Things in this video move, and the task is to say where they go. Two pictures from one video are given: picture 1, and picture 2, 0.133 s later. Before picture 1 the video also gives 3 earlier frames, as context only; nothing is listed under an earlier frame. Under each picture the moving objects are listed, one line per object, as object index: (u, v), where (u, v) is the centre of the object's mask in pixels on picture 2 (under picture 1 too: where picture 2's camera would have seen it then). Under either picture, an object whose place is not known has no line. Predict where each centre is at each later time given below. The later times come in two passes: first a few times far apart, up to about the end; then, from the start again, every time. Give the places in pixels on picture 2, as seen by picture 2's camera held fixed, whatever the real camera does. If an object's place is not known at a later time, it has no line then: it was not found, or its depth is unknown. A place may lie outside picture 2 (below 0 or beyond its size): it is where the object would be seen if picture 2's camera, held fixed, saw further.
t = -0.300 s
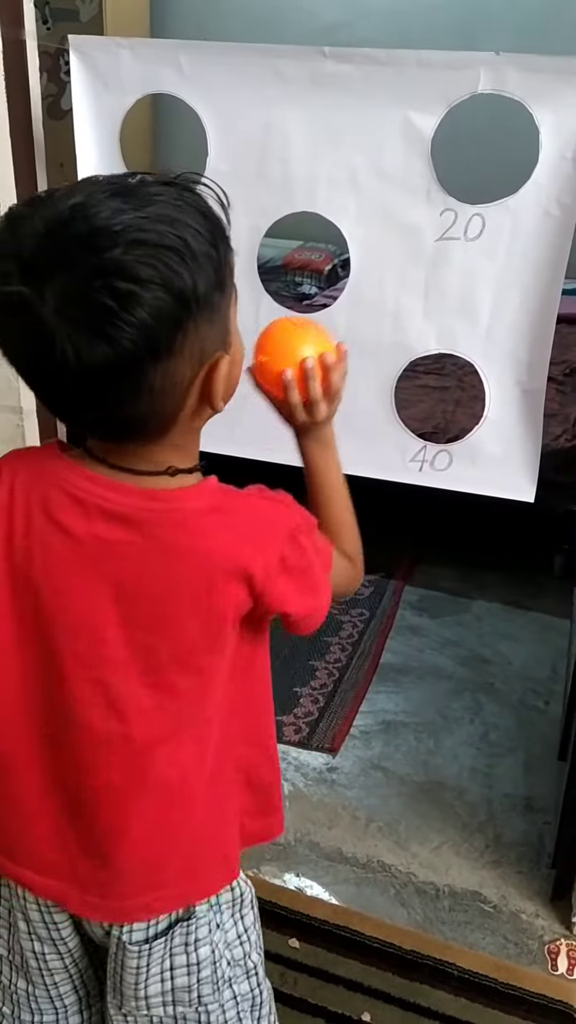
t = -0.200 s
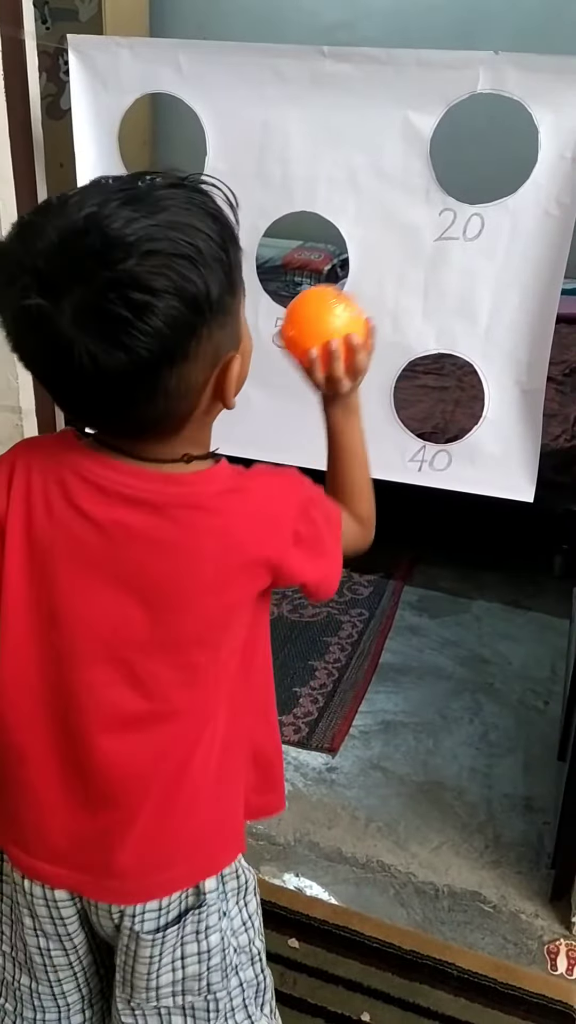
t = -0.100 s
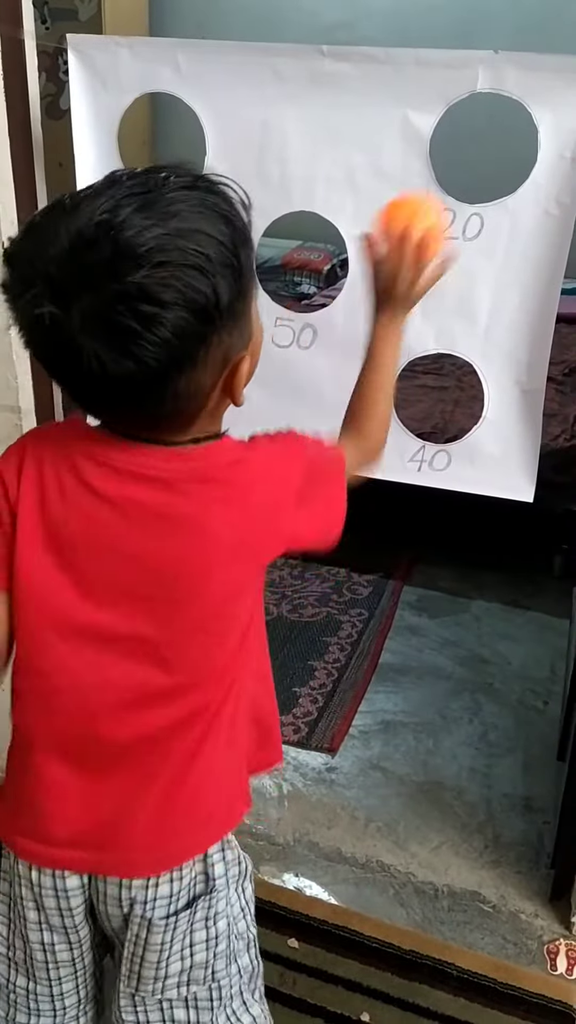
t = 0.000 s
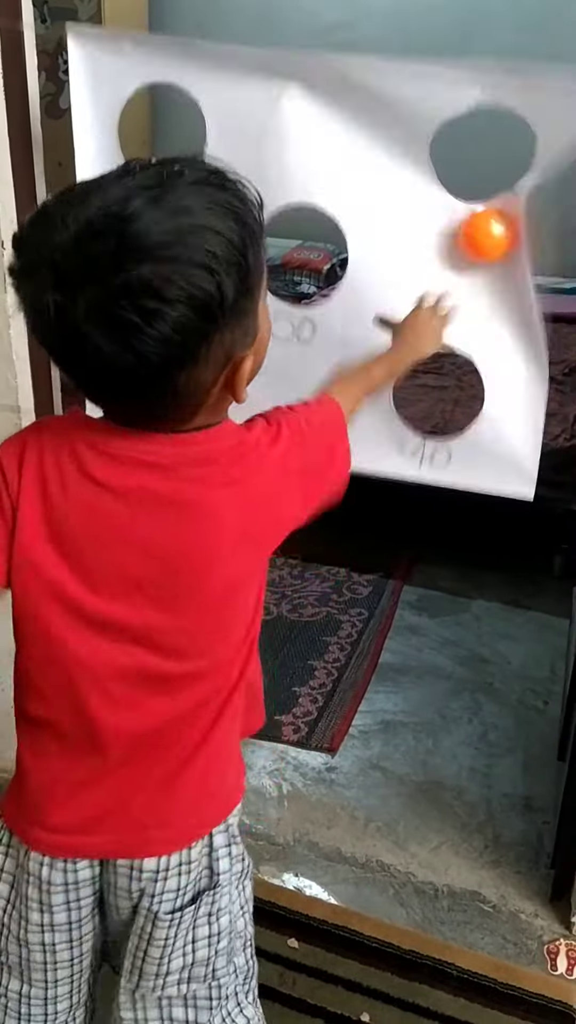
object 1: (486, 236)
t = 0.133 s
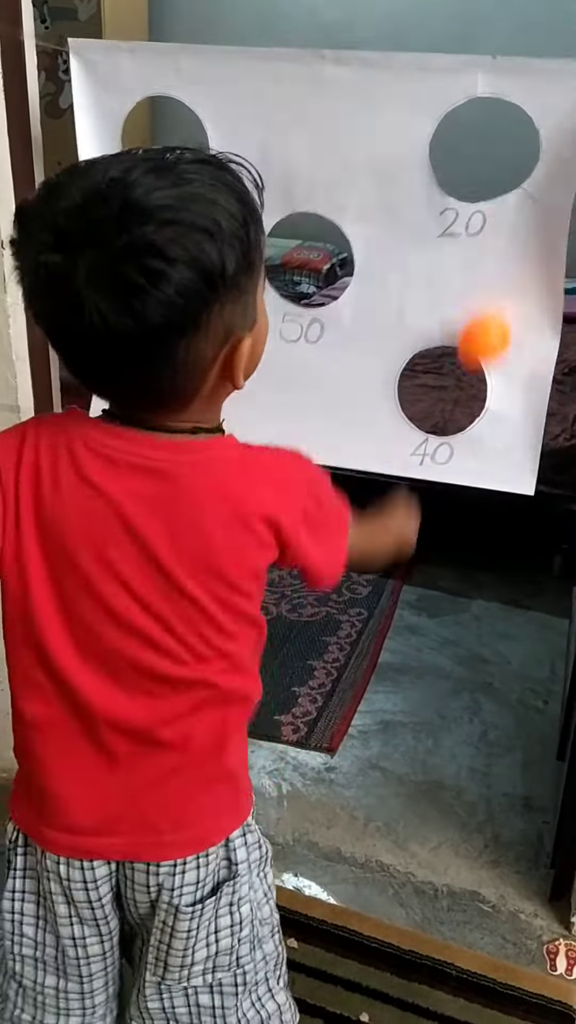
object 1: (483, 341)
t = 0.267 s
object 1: (467, 566)
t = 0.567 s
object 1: (417, 908)
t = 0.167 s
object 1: (477, 388)
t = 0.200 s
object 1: (477, 434)
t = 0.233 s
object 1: (472, 509)
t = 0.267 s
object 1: (467, 566)
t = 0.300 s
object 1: (462, 638)
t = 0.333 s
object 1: (456, 714)
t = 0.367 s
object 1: (449, 794)
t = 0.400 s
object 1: (443, 876)
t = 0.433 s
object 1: (435, 959)
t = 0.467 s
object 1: (432, 959)
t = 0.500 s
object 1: (429, 938)
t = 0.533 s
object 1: (421, 912)
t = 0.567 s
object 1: (417, 908)
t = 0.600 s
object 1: (410, 909)
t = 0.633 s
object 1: (403, 916)
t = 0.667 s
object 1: (396, 931)
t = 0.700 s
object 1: (387, 952)
